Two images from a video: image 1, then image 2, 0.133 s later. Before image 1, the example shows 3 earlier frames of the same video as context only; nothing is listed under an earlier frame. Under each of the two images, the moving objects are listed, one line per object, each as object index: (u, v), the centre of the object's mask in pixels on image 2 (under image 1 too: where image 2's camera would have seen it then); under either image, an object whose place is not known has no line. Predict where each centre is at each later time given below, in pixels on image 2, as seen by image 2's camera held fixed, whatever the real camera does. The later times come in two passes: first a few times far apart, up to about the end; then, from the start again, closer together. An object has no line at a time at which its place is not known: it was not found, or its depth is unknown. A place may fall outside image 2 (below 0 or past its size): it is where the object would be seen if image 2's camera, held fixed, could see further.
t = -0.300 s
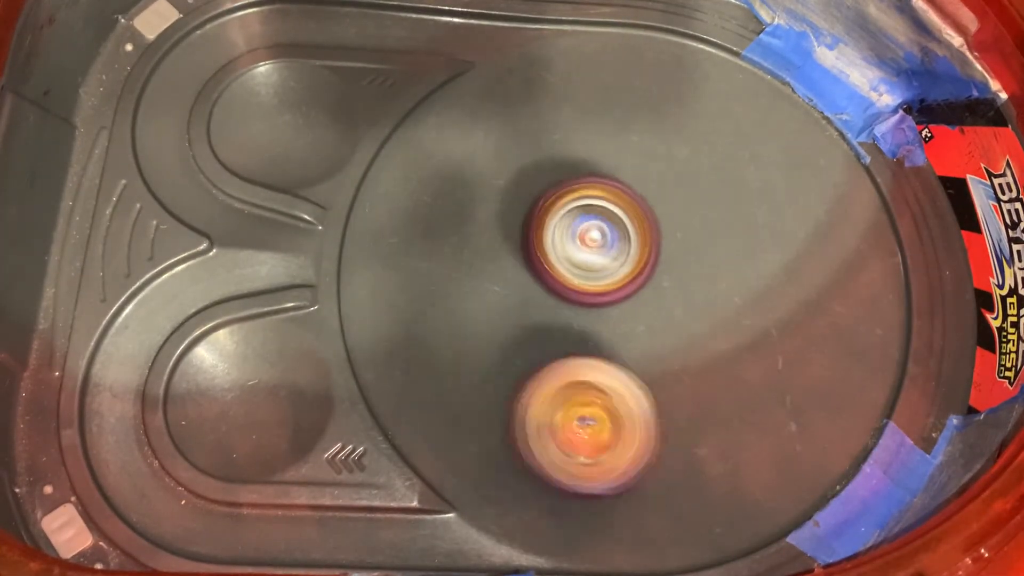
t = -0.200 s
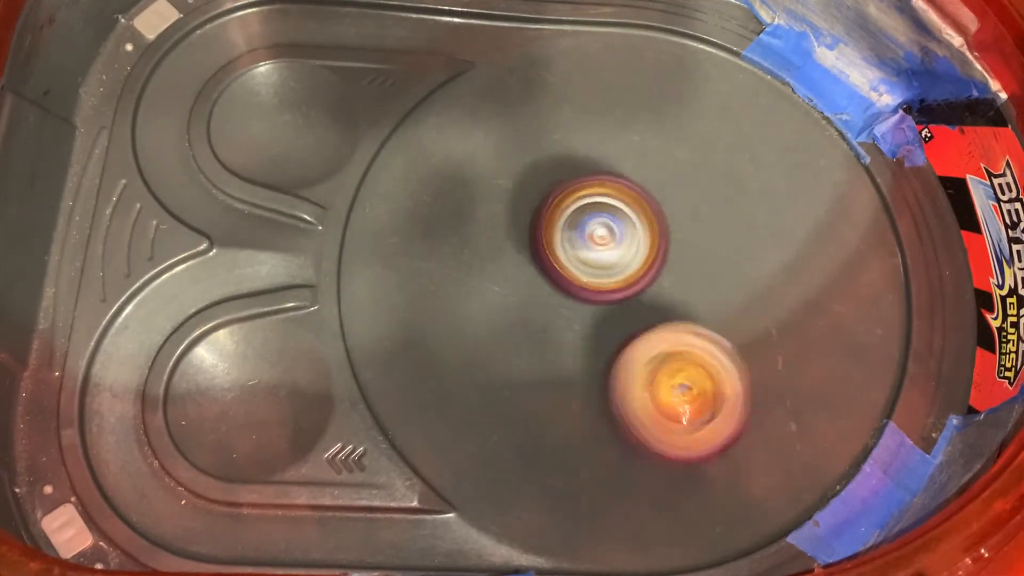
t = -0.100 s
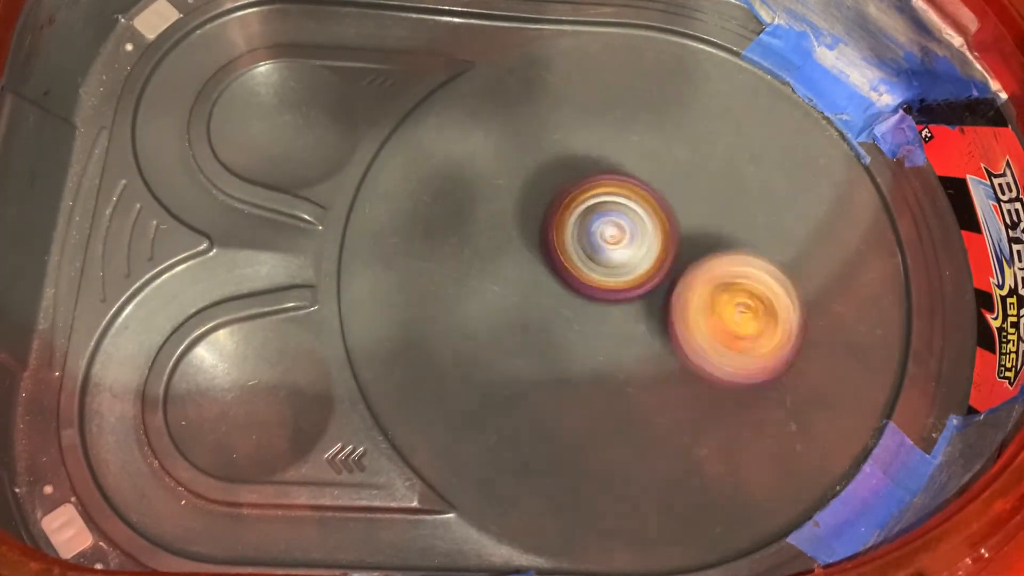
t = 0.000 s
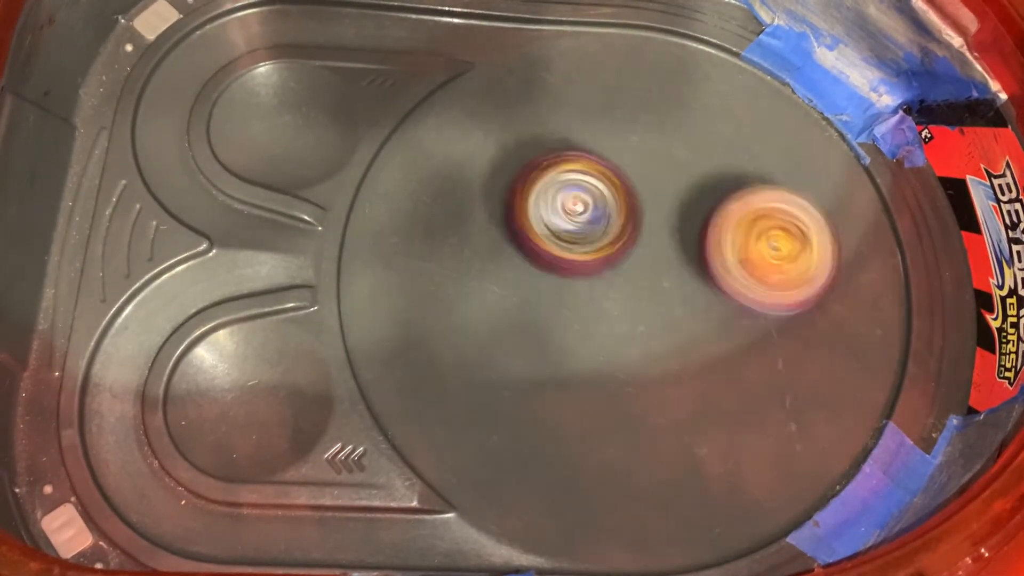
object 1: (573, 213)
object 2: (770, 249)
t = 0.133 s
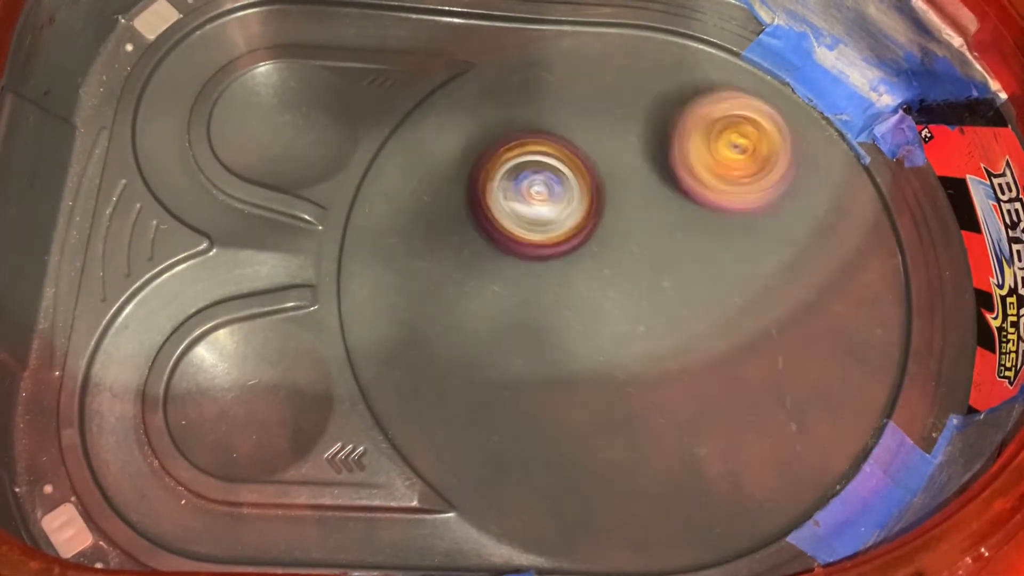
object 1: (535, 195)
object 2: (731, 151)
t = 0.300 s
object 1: (514, 203)
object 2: (603, 119)
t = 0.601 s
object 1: (465, 349)
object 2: (592, 241)
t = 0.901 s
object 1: (611, 401)
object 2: (781, 241)
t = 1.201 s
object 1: (742, 309)
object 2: (640, 219)
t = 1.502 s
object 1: (869, 350)
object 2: (555, 352)
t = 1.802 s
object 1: (854, 338)
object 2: (629, 340)
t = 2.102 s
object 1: (814, 259)
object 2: (453, 279)
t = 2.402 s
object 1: (625, 184)
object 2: (521, 314)
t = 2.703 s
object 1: (546, 53)
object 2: (620, 349)
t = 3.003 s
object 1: (555, 100)
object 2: (655, 253)
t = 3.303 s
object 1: (512, 160)
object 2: (681, 341)
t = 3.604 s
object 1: (508, 271)
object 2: (690, 298)
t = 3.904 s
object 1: (473, 370)
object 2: (614, 301)
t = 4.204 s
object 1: (471, 334)
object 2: (625, 311)
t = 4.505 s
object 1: (519, 266)
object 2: (791, 299)
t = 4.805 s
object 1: (597, 340)
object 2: (793, 265)
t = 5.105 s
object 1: (528, 346)
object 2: (671, 279)
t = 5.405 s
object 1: (537, 258)
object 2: (677, 238)
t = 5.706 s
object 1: (588, 249)
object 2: (744, 244)
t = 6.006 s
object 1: (589, 349)
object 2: (703, 273)
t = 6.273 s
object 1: (580, 372)
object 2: (647, 252)
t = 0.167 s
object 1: (529, 194)
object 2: (709, 135)
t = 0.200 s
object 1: (523, 194)
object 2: (684, 123)
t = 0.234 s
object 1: (519, 197)
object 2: (658, 116)
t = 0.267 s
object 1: (516, 199)
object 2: (630, 114)
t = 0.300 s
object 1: (514, 203)
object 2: (603, 119)
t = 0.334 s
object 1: (494, 217)
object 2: (596, 116)
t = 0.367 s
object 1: (481, 233)
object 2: (584, 117)
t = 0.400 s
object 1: (473, 248)
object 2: (573, 125)
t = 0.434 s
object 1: (464, 264)
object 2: (563, 137)
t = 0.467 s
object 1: (458, 281)
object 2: (557, 156)
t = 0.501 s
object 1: (457, 299)
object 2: (556, 177)
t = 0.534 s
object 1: (457, 316)
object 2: (562, 199)
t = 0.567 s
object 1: (460, 332)
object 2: (574, 221)
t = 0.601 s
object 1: (465, 349)
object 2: (592, 241)
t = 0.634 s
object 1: (474, 363)
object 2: (614, 256)
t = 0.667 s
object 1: (484, 377)
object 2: (637, 266)
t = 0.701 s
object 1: (500, 389)
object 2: (661, 276)
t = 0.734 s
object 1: (517, 397)
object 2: (687, 282)
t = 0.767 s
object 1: (534, 402)
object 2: (713, 282)
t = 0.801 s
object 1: (551, 405)
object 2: (735, 277)
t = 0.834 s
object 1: (570, 406)
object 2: (754, 269)
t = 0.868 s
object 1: (590, 405)
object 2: (770, 256)
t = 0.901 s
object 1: (611, 401)
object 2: (781, 241)
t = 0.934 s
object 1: (629, 393)
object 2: (783, 222)
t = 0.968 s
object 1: (646, 385)
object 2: (778, 204)
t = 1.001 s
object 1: (663, 375)
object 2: (766, 190)
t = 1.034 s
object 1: (678, 365)
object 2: (748, 181)
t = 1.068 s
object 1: (694, 354)
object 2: (725, 177)
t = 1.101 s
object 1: (710, 340)
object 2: (700, 181)
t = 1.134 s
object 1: (719, 326)
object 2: (678, 190)
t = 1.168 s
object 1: (731, 313)
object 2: (658, 204)
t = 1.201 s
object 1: (742, 309)
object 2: (640, 219)
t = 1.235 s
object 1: (760, 314)
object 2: (620, 226)
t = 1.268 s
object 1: (786, 319)
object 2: (600, 231)
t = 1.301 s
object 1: (801, 323)
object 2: (583, 244)
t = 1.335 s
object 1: (818, 329)
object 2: (568, 258)
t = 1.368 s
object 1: (835, 334)
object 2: (557, 274)
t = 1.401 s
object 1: (846, 337)
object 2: (549, 292)
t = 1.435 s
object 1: (857, 344)
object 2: (547, 312)
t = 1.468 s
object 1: (866, 348)
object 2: (548, 332)
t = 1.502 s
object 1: (869, 350)
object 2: (555, 352)
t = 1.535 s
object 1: (869, 353)
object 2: (566, 370)
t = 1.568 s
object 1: (865, 355)
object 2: (581, 385)
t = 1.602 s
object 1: (858, 355)
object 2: (600, 395)
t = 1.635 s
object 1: (844, 354)
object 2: (621, 399)
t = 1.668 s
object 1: (832, 353)
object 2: (643, 398)
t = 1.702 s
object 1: (818, 347)
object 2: (664, 391)
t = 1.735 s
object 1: (817, 348)
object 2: (669, 378)
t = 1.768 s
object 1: (839, 342)
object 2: (648, 359)
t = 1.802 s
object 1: (854, 338)
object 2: (629, 340)
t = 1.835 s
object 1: (857, 332)
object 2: (609, 324)
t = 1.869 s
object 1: (863, 322)
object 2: (588, 311)
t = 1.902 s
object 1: (864, 313)
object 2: (567, 299)
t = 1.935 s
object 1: (865, 305)
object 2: (545, 289)
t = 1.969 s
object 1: (860, 293)
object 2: (525, 281)
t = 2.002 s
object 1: (852, 286)
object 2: (505, 277)
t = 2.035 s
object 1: (842, 276)
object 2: (485, 275)
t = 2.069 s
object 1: (827, 267)
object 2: (468, 275)
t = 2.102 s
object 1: (814, 259)
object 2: (453, 279)
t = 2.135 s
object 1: (799, 251)
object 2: (440, 285)
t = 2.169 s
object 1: (781, 245)
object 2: (433, 294)
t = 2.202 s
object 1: (764, 236)
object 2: (431, 304)
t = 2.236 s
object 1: (739, 228)
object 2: (436, 315)
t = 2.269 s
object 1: (718, 220)
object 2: (446, 322)
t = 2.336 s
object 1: (671, 201)
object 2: (482, 326)
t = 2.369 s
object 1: (647, 192)
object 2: (503, 324)
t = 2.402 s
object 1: (625, 184)
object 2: (521, 314)
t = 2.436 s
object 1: (602, 177)
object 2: (538, 304)
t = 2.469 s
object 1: (585, 161)
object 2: (549, 297)
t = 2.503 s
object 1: (581, 132)
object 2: (550, 312)
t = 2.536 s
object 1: (575, 108)
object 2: (557, 327)
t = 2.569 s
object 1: (566, 94)
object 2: (566, 336)
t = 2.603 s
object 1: (558, 77)
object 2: (578, 343)
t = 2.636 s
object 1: (550, 65)
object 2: (593, 348)
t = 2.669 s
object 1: (548, 55)
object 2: (607, 350)
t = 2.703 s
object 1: (546, 53)
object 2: (620, 349)
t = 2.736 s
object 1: (543, 49)
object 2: (634, 344)
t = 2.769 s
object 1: (541, 46)
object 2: (647, 336)
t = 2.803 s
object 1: (544, 46)
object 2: (656, 325)
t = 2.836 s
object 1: (543, 49)
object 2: (662, 313)
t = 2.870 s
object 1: (548, 52)
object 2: (666, 300)
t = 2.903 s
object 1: (547, 59)
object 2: (666, 287)
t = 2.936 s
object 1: (549, 67)
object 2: (663, 276)
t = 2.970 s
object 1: (551, 82)
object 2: (660, 264)
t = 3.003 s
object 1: (555, 100)
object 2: (655, 253)
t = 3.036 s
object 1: (557, 123)
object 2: (646, 243)
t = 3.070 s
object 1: (558, 132)
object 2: (642, 247)
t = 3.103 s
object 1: (548, 130)
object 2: (645, 262)
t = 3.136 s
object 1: (538, 128)
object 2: (645, 280)
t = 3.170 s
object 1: (533, 131)
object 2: (648, 295)
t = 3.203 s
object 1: (527, 139)
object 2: (653, 312)
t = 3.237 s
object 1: (517, 144)
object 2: (661, 324)
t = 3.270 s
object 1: (514, 148)
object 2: (671, 334)
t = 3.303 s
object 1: (512, 160)
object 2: (681, 341)
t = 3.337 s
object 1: (510, 170)
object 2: (695, 345)
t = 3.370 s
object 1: (506, 183)
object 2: (705, 345)
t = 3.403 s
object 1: (505, 191)
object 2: (711, 341)
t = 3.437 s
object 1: (503, 201)
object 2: (714, 337)
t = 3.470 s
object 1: (504, 213)
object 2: (714, 330)
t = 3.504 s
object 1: (504, 229)
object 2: (713, 322)
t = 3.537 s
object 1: (505, 242)
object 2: (707, 312)
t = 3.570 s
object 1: (505, 258)
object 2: (699, 306)
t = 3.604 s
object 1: (508, 271)
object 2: (690, 298)
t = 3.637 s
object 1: (511, 287)
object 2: (674, 292)
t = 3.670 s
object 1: (510, 301)
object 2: (659, 288)
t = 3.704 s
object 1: (514, 314)
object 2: (643, 287)
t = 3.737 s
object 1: (508, 327)
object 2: (634, 286)
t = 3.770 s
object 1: (507, 336)
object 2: (627, 287)
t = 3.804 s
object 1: (500, 346)
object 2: (619, 289)
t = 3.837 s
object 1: (486, 357)
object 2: (616, 292)
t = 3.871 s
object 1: (478, 364)
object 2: (613, 297)
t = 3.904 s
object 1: (473, 370)
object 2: (614, 301)
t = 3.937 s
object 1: (463, 375)
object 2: (614, 304)
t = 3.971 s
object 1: (453, 373)
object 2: (614, 306)
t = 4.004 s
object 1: (450, 371)
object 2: (617, 308)
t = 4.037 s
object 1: (445, 369)
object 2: (618, 309)
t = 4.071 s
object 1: (445, 362)
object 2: (619, 310)
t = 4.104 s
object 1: (448, 358)
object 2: (621, 312)
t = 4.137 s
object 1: (454, 352)
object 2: (621, 312)
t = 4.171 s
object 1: (461, 348)
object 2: (622, 311)
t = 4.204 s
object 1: (471, 334)
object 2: (625, 311)
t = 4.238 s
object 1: (489, 325)
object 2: (628, 309)
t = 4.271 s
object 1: (474, 310)
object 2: (660, 314)
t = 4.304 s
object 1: (468, 290)
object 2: (696, 314)
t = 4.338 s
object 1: (472, 280)
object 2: (719, 314)
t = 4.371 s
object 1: (481, 273)
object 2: (737, 310)
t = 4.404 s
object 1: (490, 268)
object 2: (751, 308)
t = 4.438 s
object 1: (498, 266)
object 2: (764, 305)
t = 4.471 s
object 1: (507, 265)
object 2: (778, 302)
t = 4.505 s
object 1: (519, 266)
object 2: (791, 299)
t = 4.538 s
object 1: (530, 268)
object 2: (803, 294)
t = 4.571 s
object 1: (541, 274)
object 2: (814, 291)
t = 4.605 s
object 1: (549, 282)
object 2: (825, 286)
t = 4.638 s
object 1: (561, 287)
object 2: (829, 280)
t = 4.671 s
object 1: (576, 293)
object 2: (830, 278)
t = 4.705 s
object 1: (590, 306)
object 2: (827, 272)
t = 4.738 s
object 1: (597, 319)
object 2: (819, 269)
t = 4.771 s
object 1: (597, 330)
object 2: (809, 265)
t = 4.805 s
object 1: (597, 340)
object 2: (793, 265)
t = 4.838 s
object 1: (597, 347)
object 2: (778, 264)
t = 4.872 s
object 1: (599, 353)
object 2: (762, 266)
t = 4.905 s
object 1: (597, 358)
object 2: (745, 268)
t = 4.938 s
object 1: (594, 362)
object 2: (729, 270)
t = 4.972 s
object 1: (586, 366)
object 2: (713, 273)
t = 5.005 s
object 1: (577, 366)
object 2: (697, 275)
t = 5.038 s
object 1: (564, 362)
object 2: (681, 278)
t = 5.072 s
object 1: (553, 351)
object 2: (666, 282)
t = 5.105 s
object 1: (528, 346)
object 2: (671, 279)
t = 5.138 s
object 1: (501, 343)
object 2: (682, 274)
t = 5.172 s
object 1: (483, 335)
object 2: (689, 271)
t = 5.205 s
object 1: (473, 322)
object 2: (685, 265)
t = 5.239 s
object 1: (474, 309)
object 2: (687, 258)
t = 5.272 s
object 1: (482, 302)
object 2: (683, 254)
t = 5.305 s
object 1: (493, 294)
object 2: (684, 247)
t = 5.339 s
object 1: (506, 278)
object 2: (681, 245)
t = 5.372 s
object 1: (519, 267)
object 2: (679, 238)
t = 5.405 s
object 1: (537, 258)
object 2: (677, 238)
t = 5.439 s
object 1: (543, 246)
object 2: (688, 237)
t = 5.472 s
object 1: (543, 236)
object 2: (702, 237)
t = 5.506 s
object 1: (547, 226)
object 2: (710, 237)
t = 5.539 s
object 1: (554, 223)
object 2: (713, 236)
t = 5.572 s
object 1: (562, 224)
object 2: (720, 234)
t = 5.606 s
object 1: (570, 226)
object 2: (727, 237)
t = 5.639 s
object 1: (578, 230)
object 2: (735, 238)
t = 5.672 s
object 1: (585, 240)
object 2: (741, 243)
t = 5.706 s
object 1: (588, 249)
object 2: (744, 244)
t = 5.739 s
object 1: (595, 259)
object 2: (746, 249)
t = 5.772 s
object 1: (599, 271)
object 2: (744, 251)
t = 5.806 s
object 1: (601, 284)
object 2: (744, 253)
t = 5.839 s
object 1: (602, 295)
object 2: (740, 260)
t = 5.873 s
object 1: (601, 307)
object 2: (734, 261)
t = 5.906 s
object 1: (601, 320)
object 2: (732, 261)
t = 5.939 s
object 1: (597, 330)
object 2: (726, 267)
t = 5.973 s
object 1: (592, 340)
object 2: (712, 272)
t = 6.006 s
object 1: (589, 349)
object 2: (703, 273)
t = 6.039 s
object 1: (588, 357)
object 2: (693, 274)
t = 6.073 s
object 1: (589, 363)
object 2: (683, 275)
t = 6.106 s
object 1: (589, 365)
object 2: (675, 275)
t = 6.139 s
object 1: (585, 371)
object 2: (672, 276)
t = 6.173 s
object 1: (586, 374)
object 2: (665, 273)
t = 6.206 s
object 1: (585, 375)
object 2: (655, 267)
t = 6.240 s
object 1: (582, 375)
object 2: (651, 259)
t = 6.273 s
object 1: (580, 372)
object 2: (647, 252)
